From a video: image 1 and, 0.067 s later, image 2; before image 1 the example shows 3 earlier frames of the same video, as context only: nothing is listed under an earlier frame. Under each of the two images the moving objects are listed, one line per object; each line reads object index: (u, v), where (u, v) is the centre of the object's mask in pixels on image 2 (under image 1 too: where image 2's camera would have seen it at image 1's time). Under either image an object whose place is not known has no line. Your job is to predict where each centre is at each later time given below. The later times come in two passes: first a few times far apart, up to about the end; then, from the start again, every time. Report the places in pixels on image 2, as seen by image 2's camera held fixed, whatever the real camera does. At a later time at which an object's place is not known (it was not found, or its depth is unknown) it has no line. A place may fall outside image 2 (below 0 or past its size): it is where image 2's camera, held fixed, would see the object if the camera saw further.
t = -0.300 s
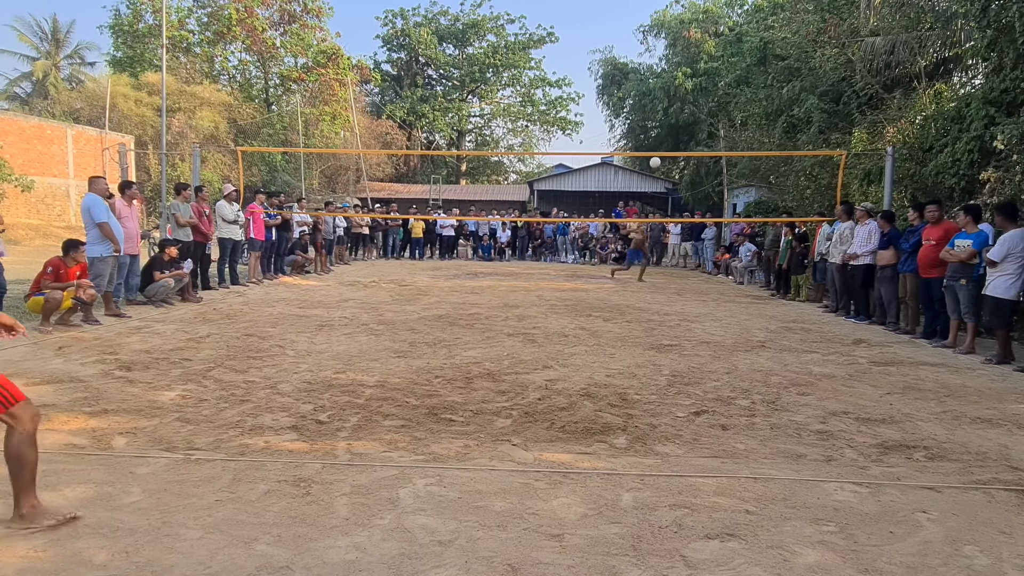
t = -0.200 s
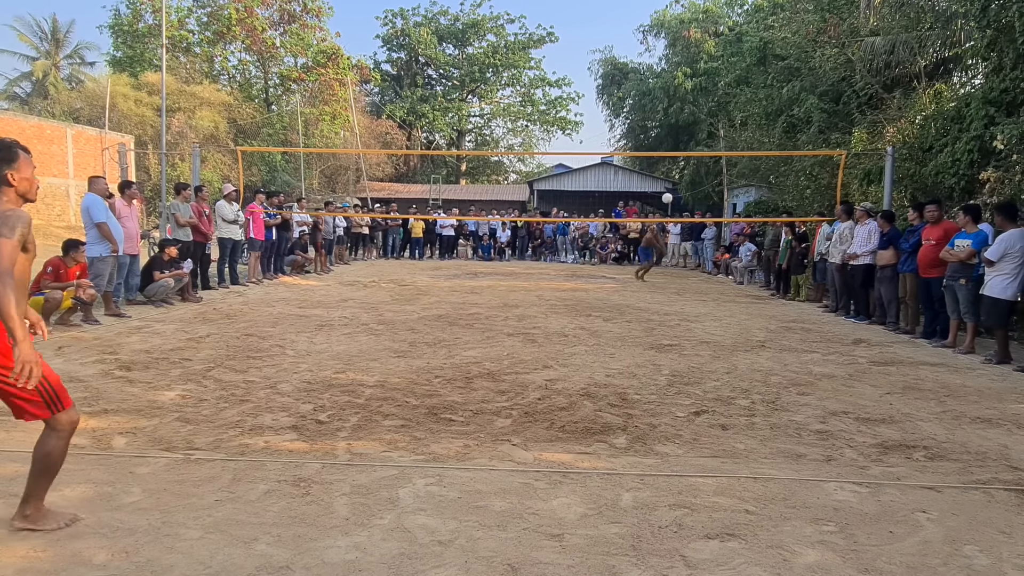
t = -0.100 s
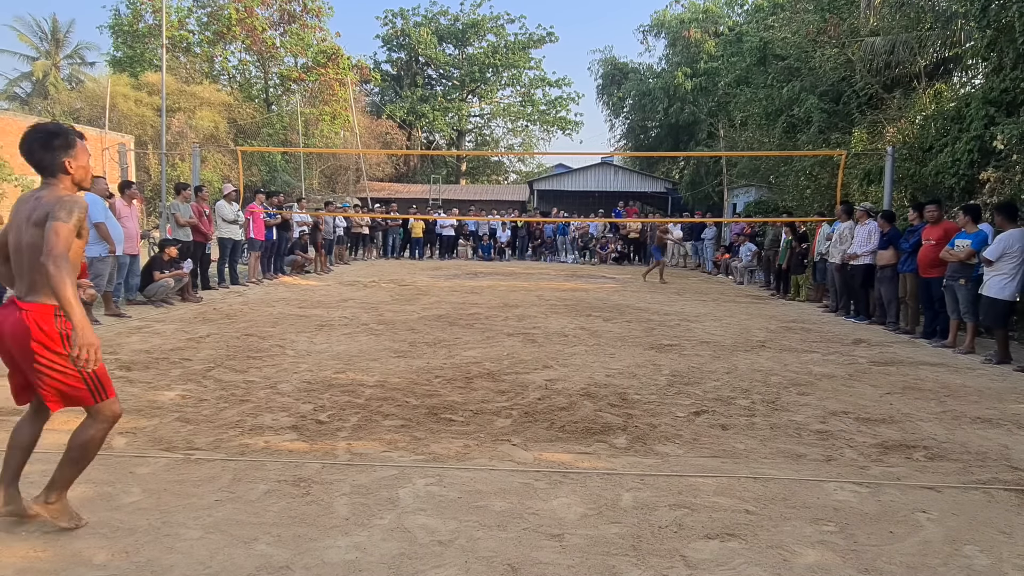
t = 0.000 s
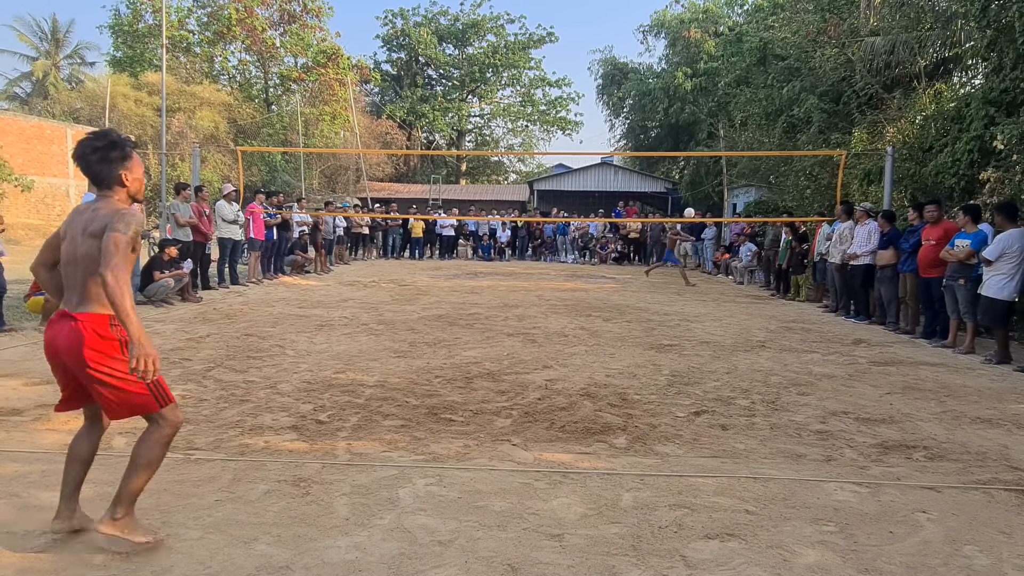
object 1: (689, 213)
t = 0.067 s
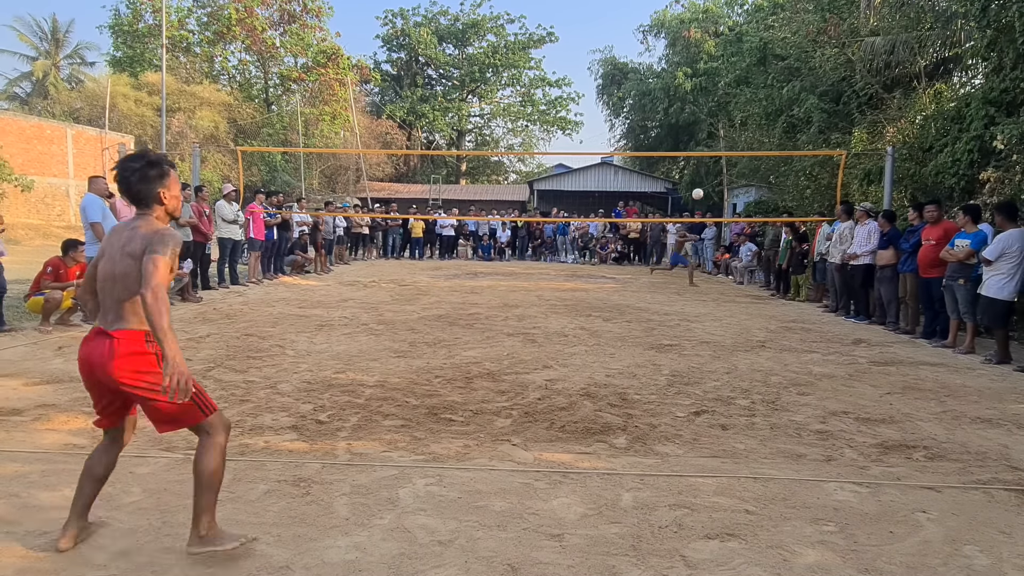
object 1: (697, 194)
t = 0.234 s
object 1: (721, 147)
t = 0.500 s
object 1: (773, 84)
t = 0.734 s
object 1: (843, 47)
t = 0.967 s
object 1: (957, 52)
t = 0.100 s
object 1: (702, 185)
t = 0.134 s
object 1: (706, 175)
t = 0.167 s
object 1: (711, 166)
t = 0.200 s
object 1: (716, 159)
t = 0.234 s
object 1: (721, 147)
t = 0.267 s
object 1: (727, 139)
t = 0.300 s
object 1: (732, 130)
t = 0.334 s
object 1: (739, 121)
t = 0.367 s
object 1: (745, 113)
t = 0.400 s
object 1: (751, 106)
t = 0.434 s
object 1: (758, 99)
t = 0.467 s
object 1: (765, 92)
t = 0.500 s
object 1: (773, 84)
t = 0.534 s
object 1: (782, 78)
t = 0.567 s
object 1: (791, 71)
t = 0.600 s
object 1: (800, 65)
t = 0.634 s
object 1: (809, 60)
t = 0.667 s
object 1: (820, 54)
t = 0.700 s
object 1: (831, 50)
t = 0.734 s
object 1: (843, 47)
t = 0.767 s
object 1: (855, 43)
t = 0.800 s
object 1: (869, 41)
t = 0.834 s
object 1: (884, 41)
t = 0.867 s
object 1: (900, 41)
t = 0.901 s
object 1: (917, 43)
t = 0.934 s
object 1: (936, 47)
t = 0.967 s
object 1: (957, 52)
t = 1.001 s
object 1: (981, 60)
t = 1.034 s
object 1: (1007, 70)
